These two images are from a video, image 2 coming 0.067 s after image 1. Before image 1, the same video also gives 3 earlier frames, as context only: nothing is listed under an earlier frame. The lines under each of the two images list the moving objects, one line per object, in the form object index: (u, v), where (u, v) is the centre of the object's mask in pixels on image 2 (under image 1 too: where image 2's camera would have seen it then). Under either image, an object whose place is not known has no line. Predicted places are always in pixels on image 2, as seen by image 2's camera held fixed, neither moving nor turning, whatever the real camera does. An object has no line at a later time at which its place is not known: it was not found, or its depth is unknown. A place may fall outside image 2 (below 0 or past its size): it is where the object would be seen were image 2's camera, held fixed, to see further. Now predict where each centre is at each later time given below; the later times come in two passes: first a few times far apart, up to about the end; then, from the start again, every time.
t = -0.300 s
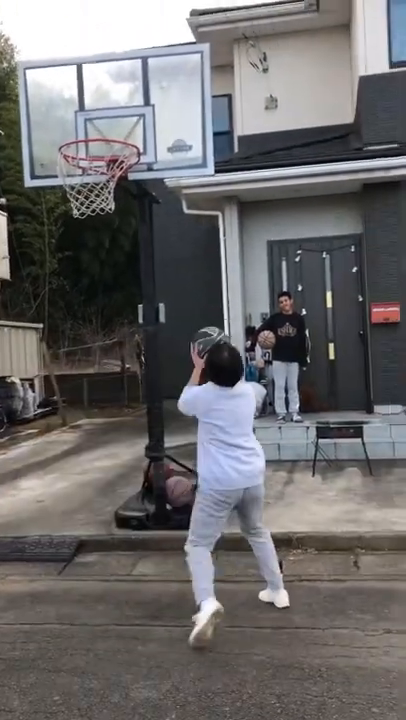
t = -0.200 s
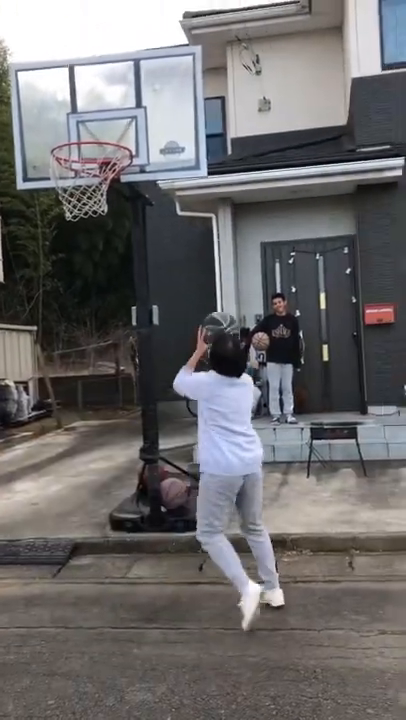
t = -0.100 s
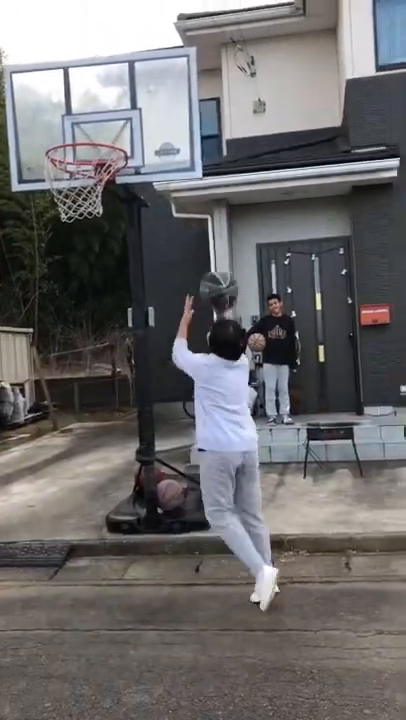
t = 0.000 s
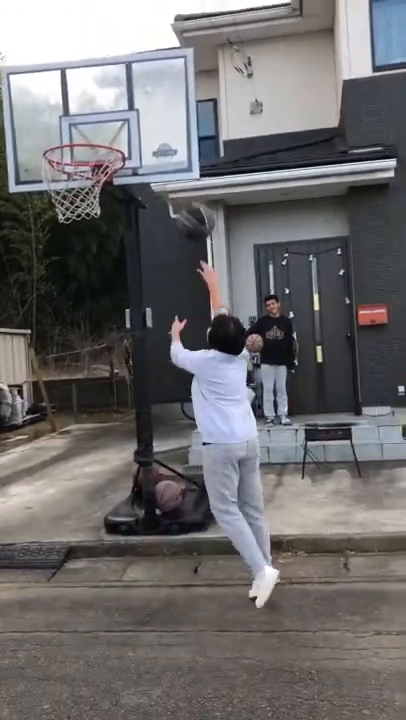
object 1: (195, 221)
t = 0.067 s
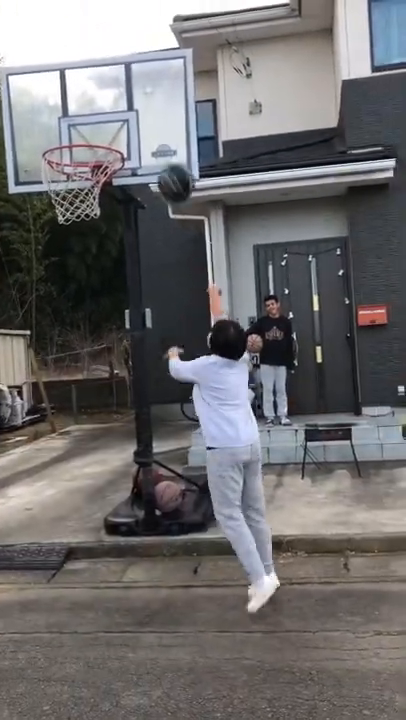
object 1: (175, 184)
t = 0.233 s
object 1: (135, 117)
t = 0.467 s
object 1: (90, 106)
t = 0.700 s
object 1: (87, 165)
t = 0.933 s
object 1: (111, 190)
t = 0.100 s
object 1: (167, 164)
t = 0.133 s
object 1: (159, 150)
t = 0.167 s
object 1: (151, 137)
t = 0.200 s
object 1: (143, 126)
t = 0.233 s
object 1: (135, 117)
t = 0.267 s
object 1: (129, 111)
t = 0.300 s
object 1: (122, 106)
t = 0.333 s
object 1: (116, 102)
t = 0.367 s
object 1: (109, 100)
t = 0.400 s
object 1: (103, 100)
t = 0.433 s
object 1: (97, 102)
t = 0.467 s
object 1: (90, 106)
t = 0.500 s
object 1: (84, 111)
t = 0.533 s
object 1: (78, 119)
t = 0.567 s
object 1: (71, 128)
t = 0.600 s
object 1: (65, 139)
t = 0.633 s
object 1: (67, 148)
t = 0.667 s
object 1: (76, 155)
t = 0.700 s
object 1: (87, 165)
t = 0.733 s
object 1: (95, 171)
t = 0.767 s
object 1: (107, 177)
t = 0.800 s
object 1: (115, 187)
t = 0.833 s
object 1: (114, 186)
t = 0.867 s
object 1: (113, 186)
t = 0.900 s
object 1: (110, 190)
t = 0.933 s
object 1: (111, 190)
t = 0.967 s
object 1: (107, 193)
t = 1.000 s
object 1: (104, 200)
